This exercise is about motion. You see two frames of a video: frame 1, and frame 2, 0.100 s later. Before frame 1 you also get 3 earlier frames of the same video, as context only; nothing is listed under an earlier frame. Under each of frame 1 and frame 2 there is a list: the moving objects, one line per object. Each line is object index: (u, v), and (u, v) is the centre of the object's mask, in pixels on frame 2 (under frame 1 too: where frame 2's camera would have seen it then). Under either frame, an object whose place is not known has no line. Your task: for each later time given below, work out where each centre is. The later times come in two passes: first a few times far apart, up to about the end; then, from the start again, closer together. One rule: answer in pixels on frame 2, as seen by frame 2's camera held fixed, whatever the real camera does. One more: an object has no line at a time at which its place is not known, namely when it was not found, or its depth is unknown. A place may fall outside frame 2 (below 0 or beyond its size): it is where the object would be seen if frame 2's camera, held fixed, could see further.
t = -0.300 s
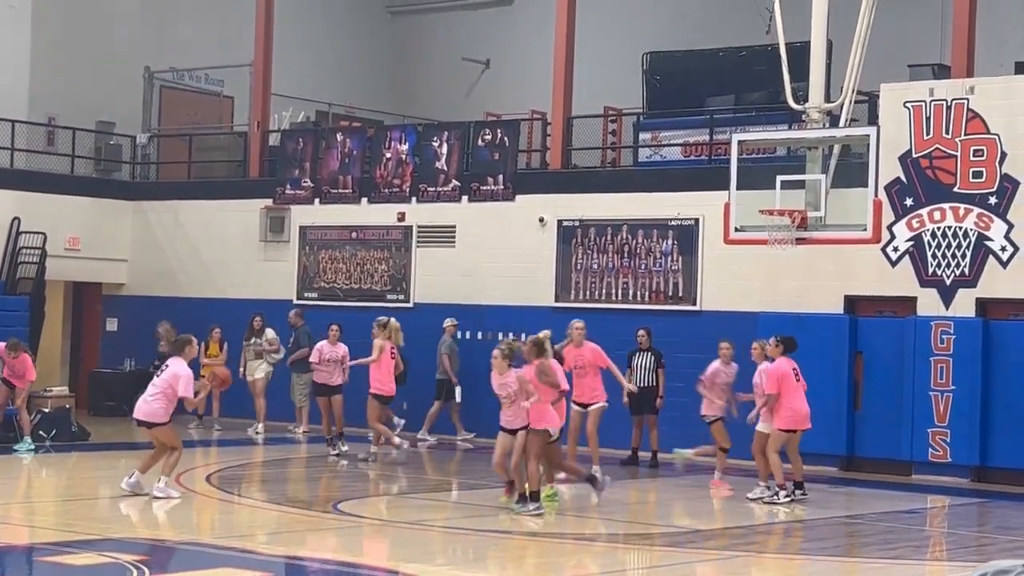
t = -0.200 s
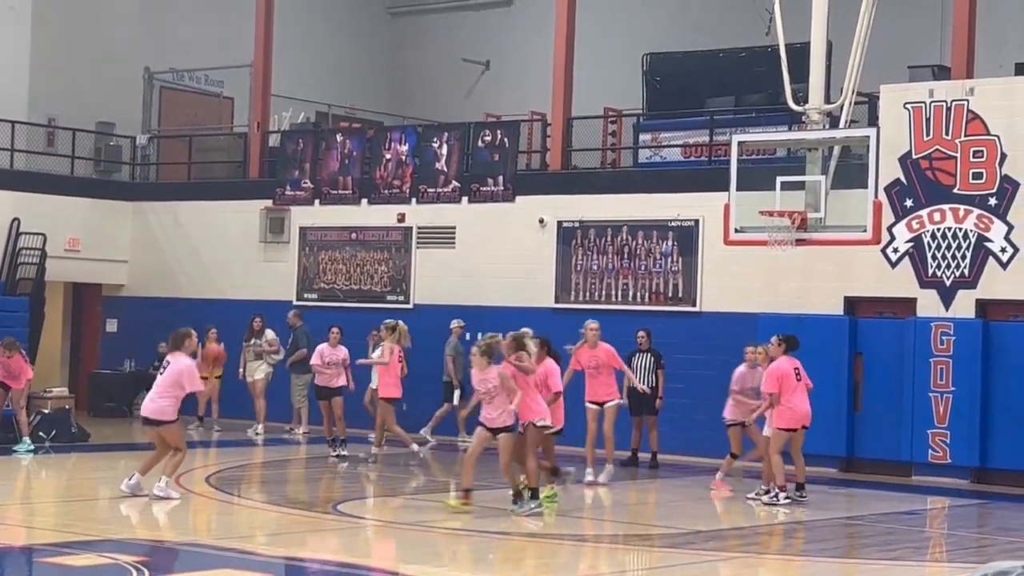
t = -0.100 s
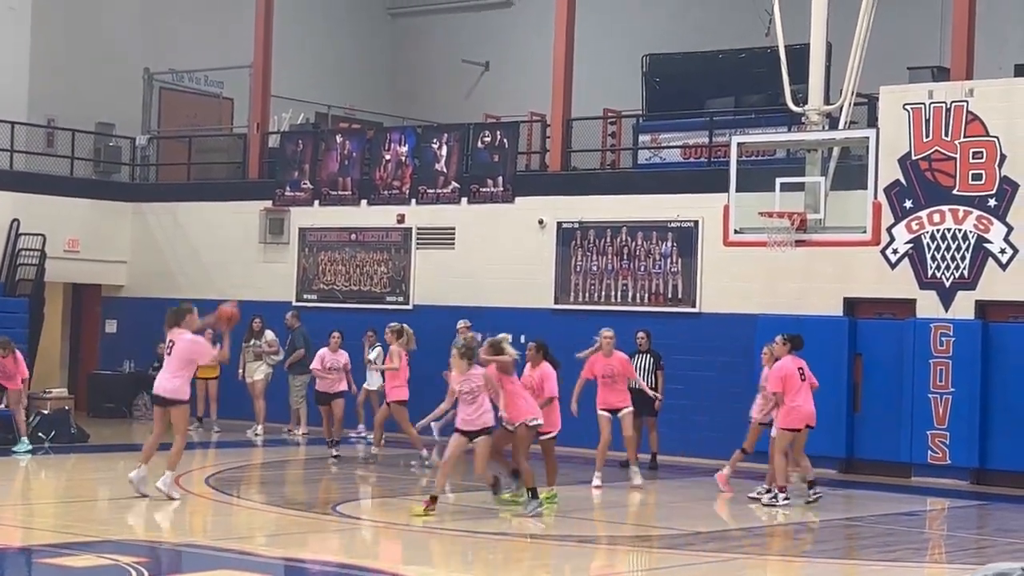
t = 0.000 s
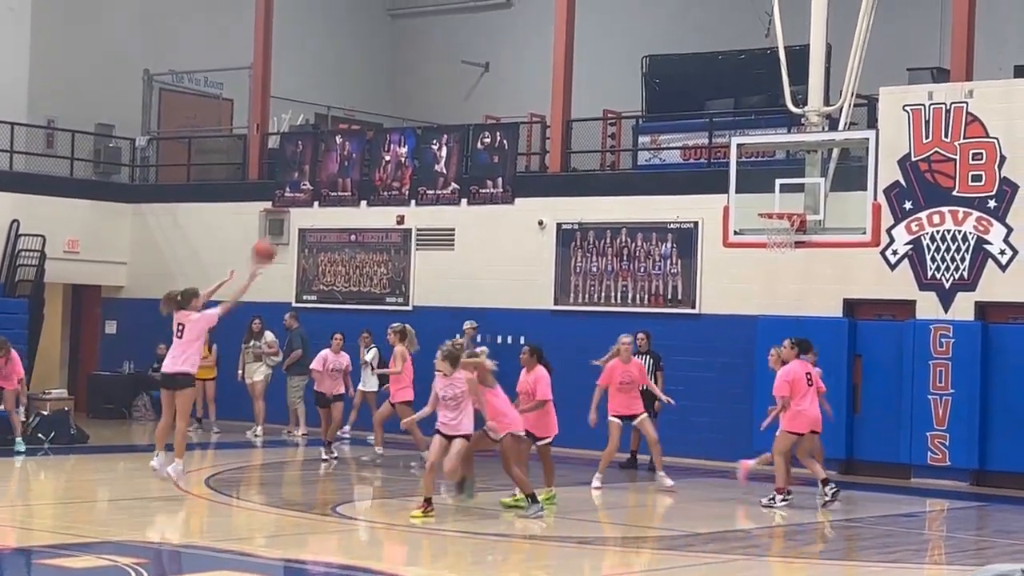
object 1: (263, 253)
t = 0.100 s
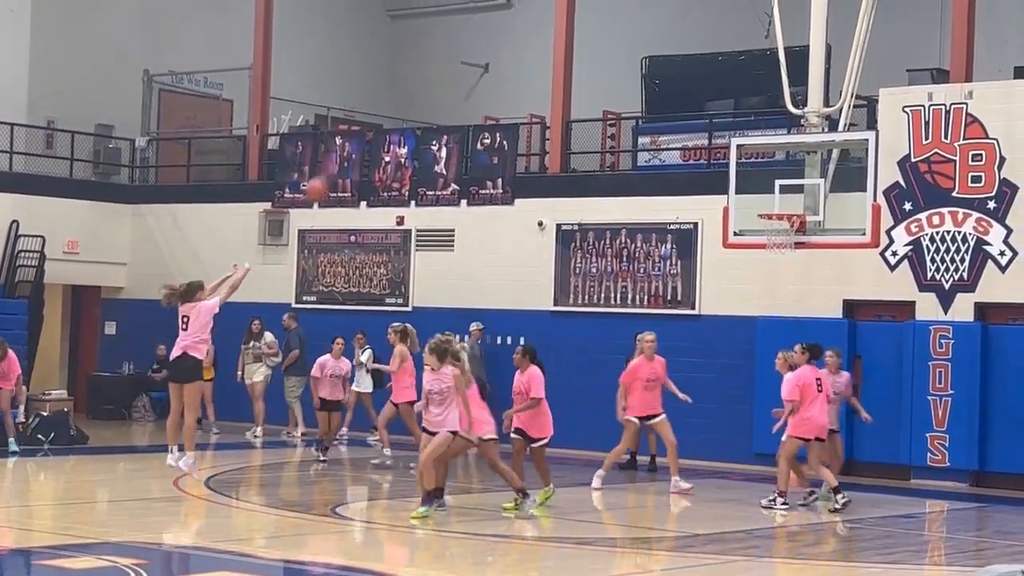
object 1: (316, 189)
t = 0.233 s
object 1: (383, 127)
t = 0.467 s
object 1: (490, 64)
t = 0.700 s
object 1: (588, 56)
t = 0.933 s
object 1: (675, 98)
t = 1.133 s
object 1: (745, 169)
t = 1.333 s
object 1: (793, 193)
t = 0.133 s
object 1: (331, 172)
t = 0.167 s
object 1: (350, 155)
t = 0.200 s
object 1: (367, 140)
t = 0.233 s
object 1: (383, 127)
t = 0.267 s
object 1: (399, 114)
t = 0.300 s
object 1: (415, 102)
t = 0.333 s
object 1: (430, 92)
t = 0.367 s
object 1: (445, 83)
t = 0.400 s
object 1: (460, 76)
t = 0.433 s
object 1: (475, 69)
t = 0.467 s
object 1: (490, 64)
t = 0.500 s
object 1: (505, 60)
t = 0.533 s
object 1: (519, 56)
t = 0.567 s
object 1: (533, 54)
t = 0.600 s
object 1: (546, 53)
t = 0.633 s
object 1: (560, 53)
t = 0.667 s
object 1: (575, 54)
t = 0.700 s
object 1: (588, 56)
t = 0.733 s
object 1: (600, 59)
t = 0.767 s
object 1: (613, 64)
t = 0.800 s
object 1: (626, 69)
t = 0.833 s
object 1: (639, 74)
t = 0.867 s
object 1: (652, 82)
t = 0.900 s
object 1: (664, 89)
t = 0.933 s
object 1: (675, 98)
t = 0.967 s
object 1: (687, 108)
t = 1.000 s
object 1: (699, 118)
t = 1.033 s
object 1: (711, 129)
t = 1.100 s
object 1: (733, 155)
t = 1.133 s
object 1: (745, 169)
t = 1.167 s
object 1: (756, 183)
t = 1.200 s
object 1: (767, 200)
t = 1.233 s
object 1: (778, 207)
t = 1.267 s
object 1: (789, 206)
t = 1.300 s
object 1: (794, 203)
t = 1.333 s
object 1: (793, 193)
